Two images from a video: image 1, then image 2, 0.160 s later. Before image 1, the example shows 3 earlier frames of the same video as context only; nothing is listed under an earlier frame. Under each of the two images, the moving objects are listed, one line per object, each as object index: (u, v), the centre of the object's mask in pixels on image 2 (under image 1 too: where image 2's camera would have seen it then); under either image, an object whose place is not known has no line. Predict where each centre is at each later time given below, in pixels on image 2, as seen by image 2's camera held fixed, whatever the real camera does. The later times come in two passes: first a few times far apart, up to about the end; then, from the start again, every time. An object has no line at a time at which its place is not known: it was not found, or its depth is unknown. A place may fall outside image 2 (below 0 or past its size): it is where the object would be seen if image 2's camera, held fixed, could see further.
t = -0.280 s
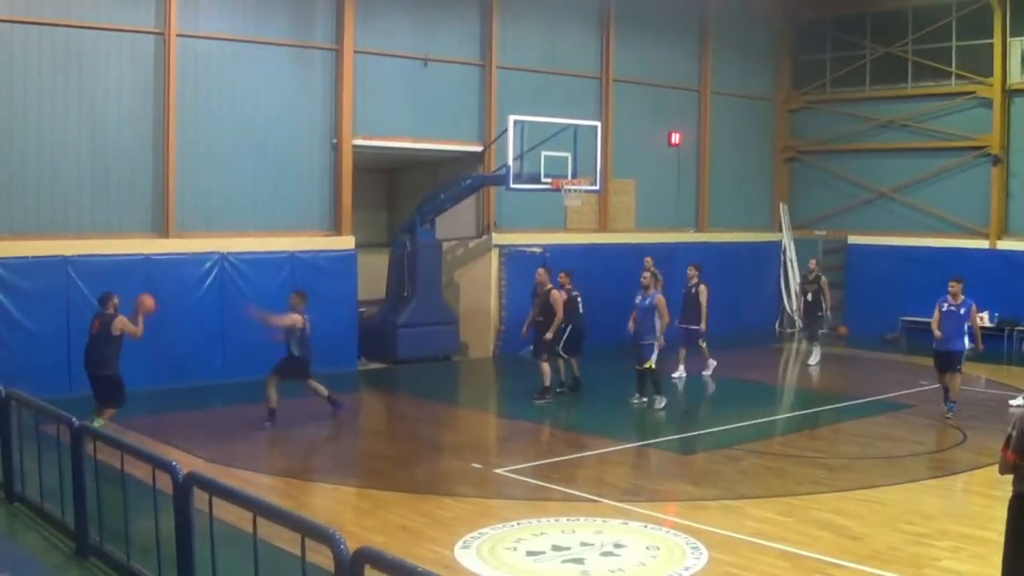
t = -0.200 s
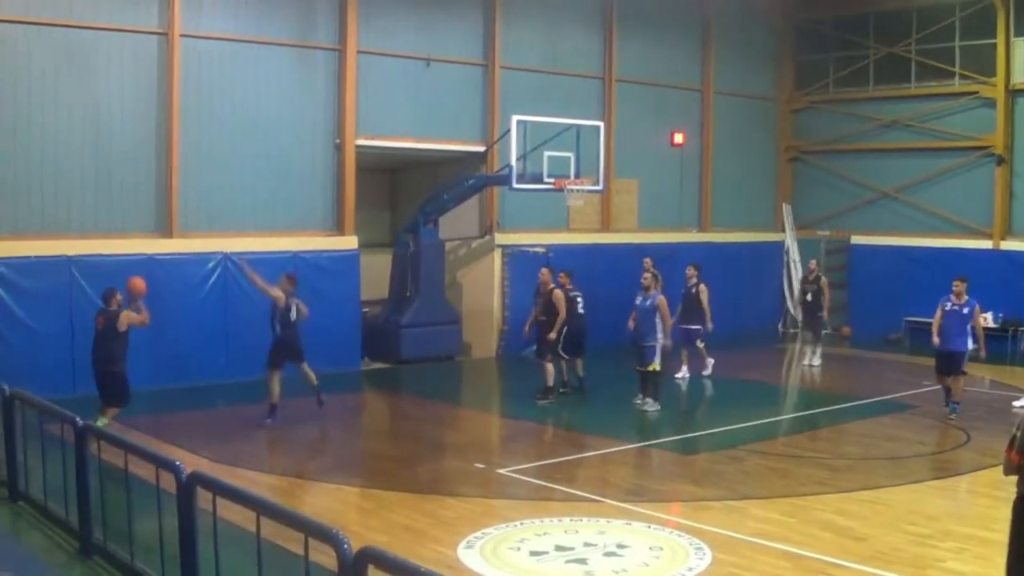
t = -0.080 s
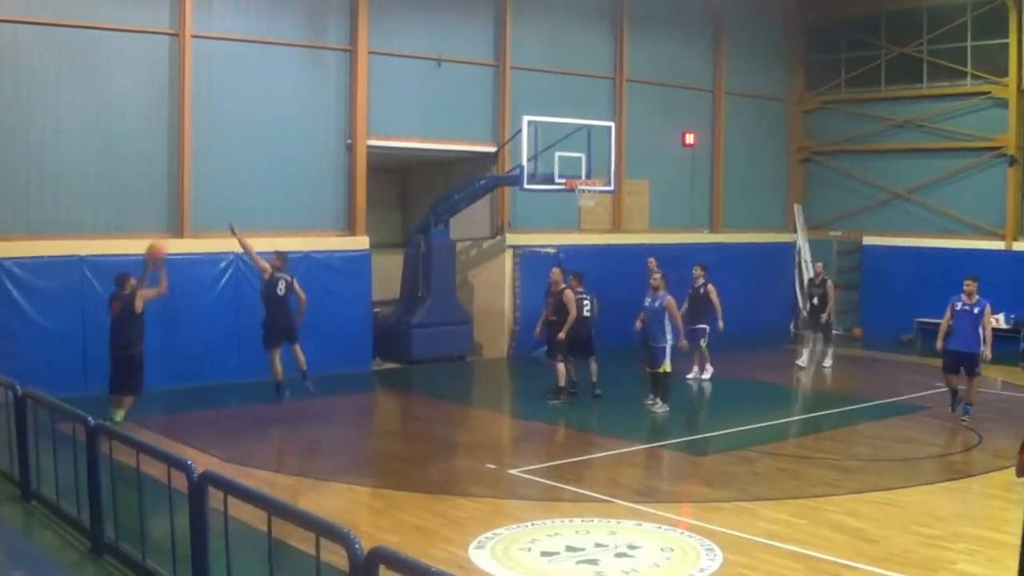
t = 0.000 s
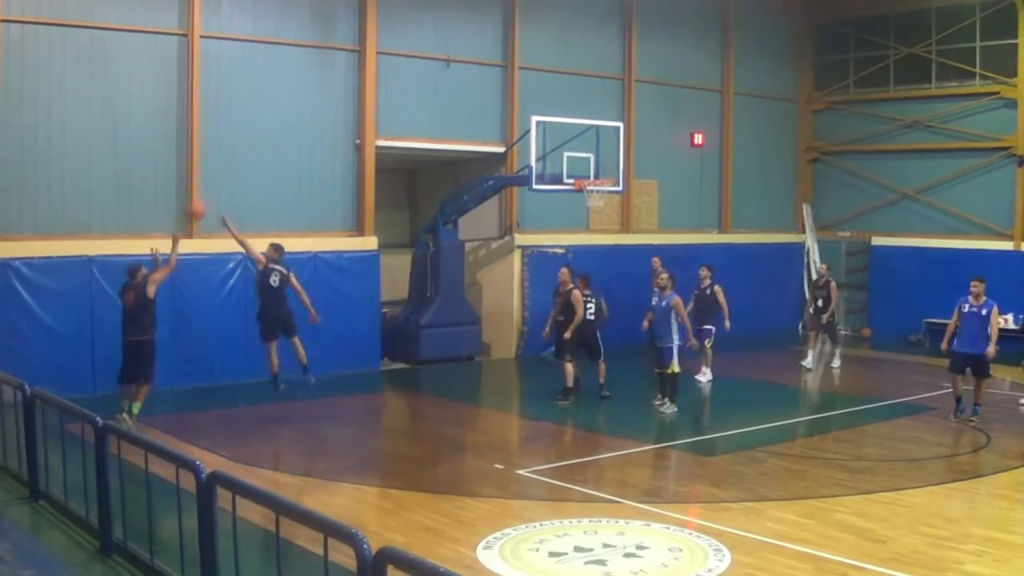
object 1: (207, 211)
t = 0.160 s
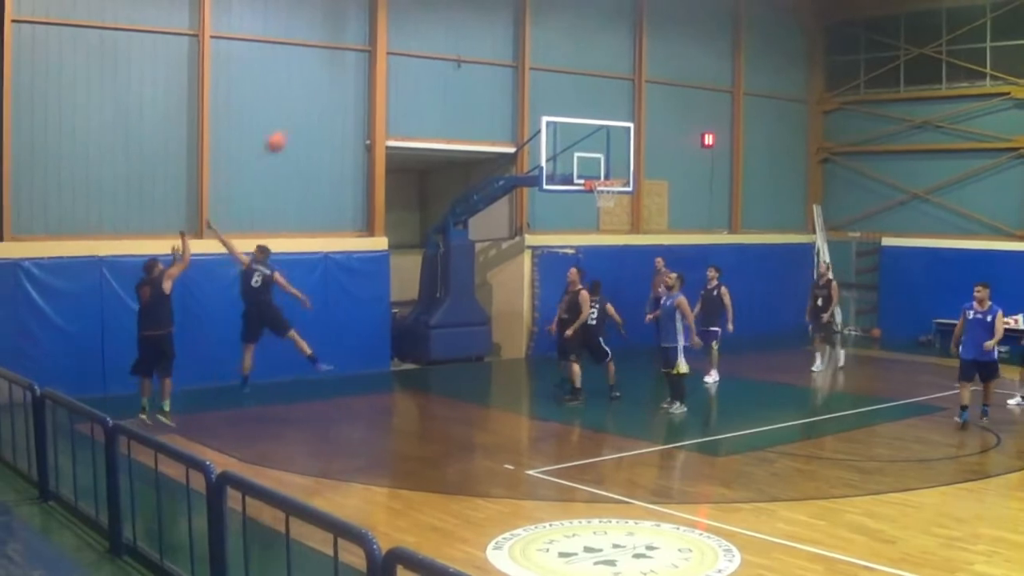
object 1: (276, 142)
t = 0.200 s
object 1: (292, 129)
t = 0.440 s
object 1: (385, 82)
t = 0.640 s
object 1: (452, 79)
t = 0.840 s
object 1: (514, 102)
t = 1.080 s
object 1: (581, 163)
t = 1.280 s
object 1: (586, 128)
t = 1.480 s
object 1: (593, 110)
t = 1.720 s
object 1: (602, 124)
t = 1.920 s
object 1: (608, 163)
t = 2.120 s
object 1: (604, 171)
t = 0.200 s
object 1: (292, 129)
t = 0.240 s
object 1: (308, 117)
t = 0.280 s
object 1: (324, 108)
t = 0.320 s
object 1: (340, 100)
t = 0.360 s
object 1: (354, 92)
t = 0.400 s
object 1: (369, 85)
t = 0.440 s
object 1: (385, 82)
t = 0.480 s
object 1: (399, 79)
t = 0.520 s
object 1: (412, 77)
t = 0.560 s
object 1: (426, 76)
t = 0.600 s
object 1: (439, 77)
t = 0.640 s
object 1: (452, 79)
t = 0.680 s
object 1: (465, 81)
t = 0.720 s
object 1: (478, 86)
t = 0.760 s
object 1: (490, 91)
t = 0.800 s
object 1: (503, 96)
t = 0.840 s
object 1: (514, 102)
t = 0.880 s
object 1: (526, 111)
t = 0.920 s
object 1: (537, 120)
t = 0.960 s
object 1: (549, 129)
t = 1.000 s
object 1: (560, 140)
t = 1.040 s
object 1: (570, 150)
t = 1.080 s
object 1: (581, 163)
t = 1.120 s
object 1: (590, 171)
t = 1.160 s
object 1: (588, 159)
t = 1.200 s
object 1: (588, 146)
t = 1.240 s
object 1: (587, 136)
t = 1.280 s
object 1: (586, 128)
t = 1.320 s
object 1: (588, 121)
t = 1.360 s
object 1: (590, 117)
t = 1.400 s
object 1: (590, 113)
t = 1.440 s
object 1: (592, 111)
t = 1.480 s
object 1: (593, 110)
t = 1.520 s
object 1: (594, 110)
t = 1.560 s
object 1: (595, 110)
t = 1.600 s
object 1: (597, 111)
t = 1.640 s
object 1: (599, 115)
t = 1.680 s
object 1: (600, 118)
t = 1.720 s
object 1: (602, 124)
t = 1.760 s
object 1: (602, 130)
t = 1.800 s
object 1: (603, 136)
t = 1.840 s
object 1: (605, 144)
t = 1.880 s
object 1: (606, 152)
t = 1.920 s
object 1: (608, 163)
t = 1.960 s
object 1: (608, 173)
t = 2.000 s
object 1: (607, 174)
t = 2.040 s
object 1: (606, 175)
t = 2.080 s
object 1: (606, 174)
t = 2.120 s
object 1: (604, 171)
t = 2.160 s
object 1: (603, 168)
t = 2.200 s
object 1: (602, 164)
